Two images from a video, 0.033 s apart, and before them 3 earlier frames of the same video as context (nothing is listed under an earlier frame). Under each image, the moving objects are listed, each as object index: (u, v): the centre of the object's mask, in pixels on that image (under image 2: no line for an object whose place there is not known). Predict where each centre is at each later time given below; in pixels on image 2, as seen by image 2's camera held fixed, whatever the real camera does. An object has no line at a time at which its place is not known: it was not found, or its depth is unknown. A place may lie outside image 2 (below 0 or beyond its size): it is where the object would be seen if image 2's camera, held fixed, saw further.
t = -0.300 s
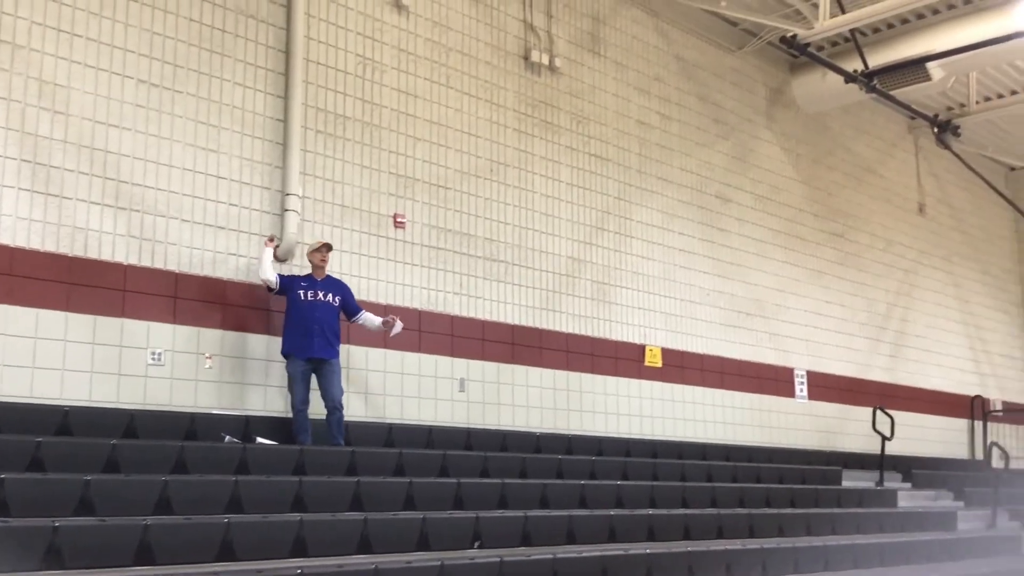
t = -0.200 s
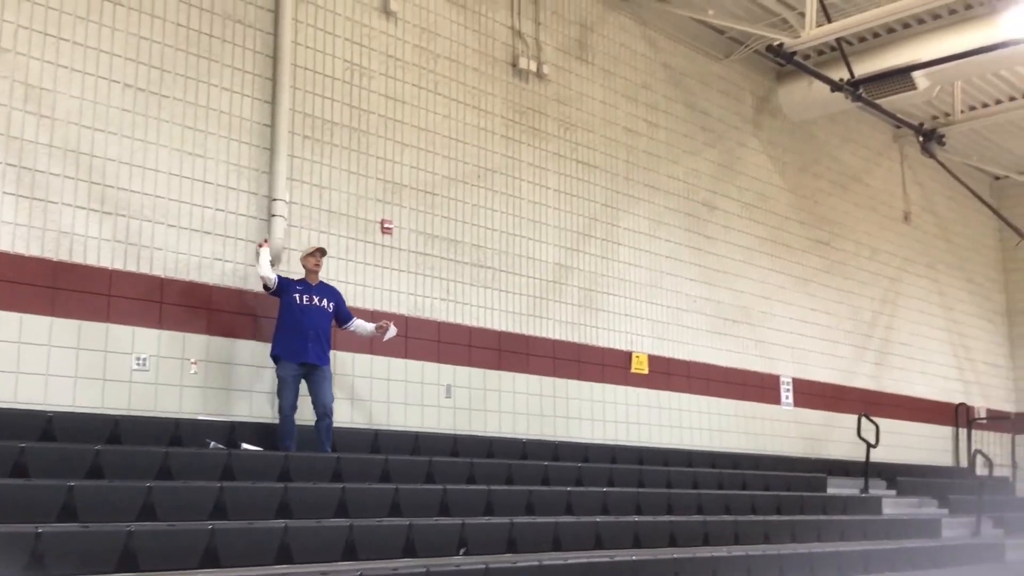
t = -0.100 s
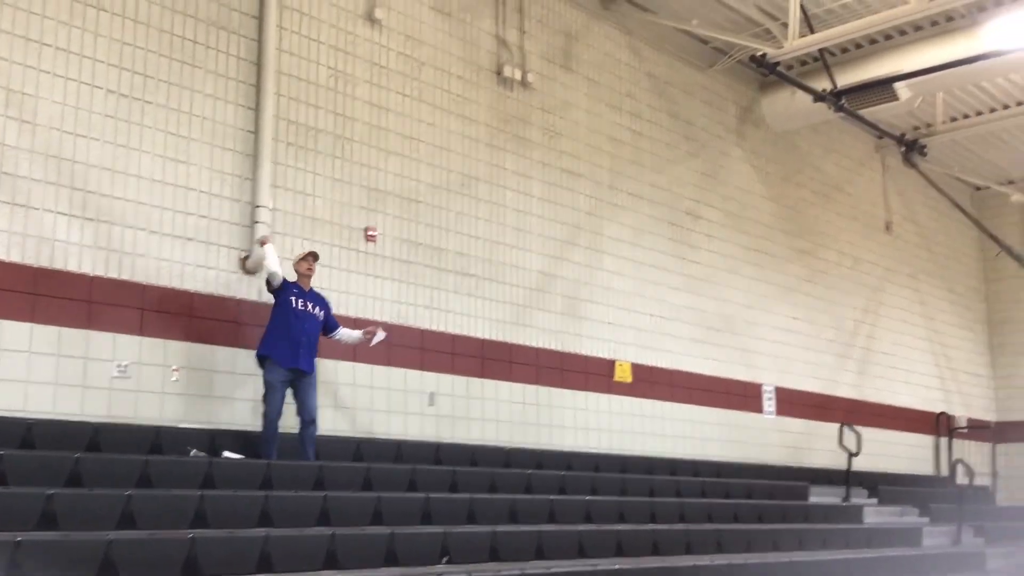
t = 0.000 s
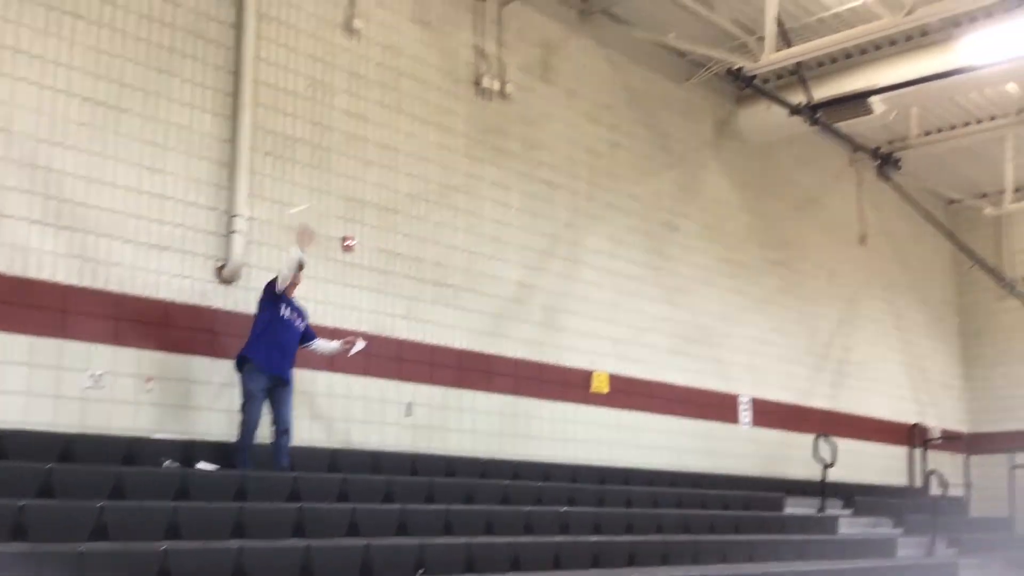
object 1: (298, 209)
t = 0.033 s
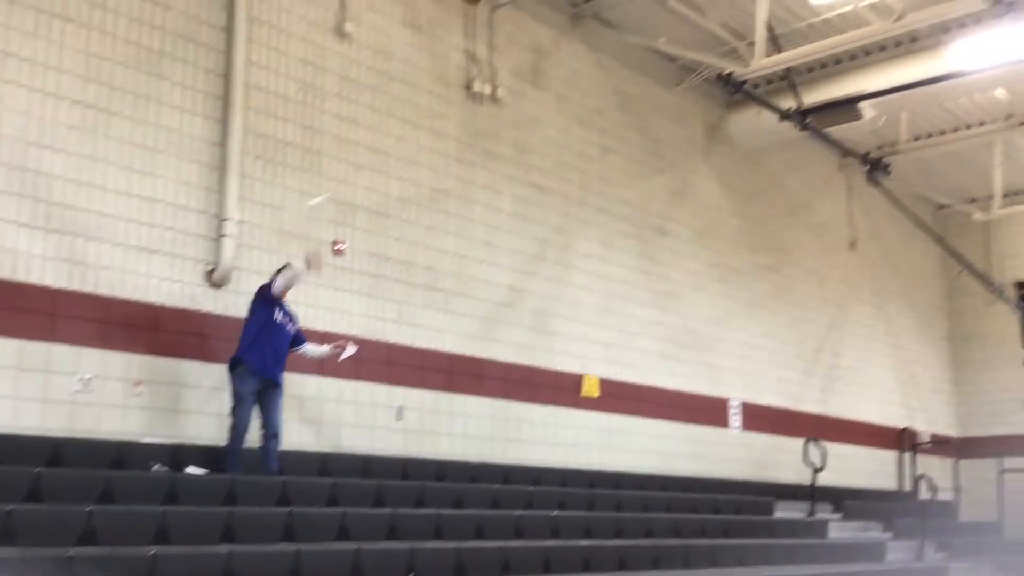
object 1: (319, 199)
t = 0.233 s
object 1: (480, 120)
